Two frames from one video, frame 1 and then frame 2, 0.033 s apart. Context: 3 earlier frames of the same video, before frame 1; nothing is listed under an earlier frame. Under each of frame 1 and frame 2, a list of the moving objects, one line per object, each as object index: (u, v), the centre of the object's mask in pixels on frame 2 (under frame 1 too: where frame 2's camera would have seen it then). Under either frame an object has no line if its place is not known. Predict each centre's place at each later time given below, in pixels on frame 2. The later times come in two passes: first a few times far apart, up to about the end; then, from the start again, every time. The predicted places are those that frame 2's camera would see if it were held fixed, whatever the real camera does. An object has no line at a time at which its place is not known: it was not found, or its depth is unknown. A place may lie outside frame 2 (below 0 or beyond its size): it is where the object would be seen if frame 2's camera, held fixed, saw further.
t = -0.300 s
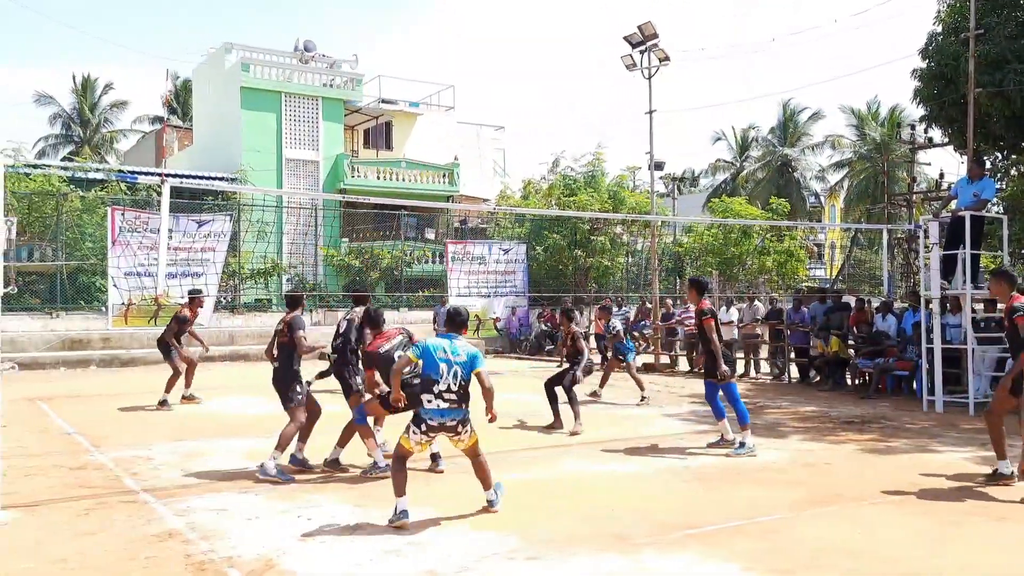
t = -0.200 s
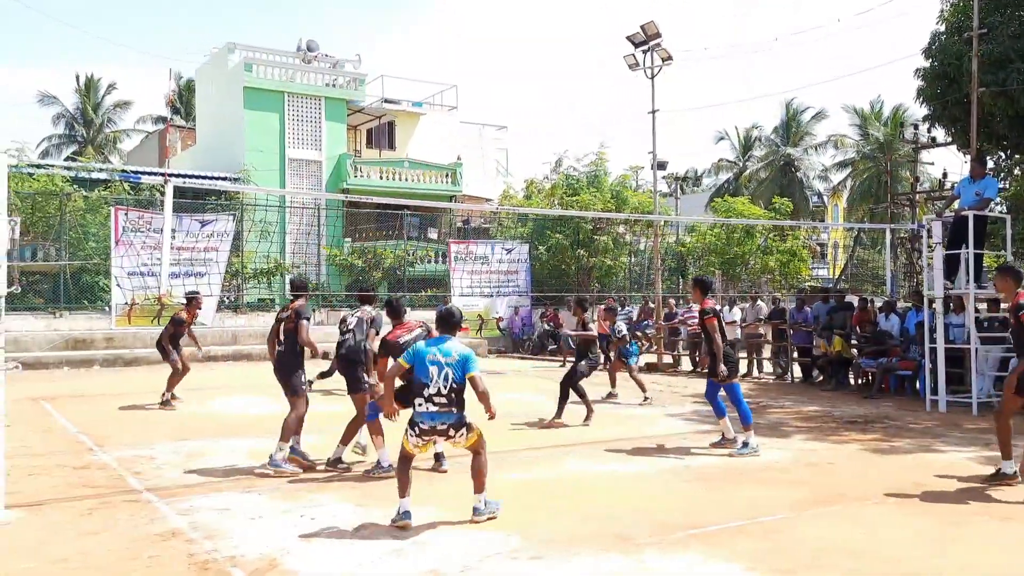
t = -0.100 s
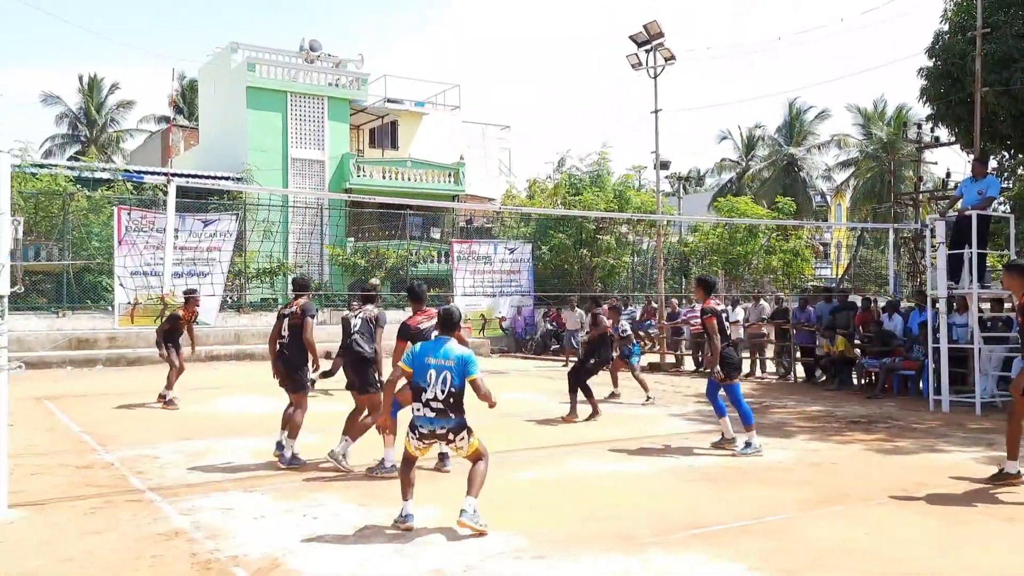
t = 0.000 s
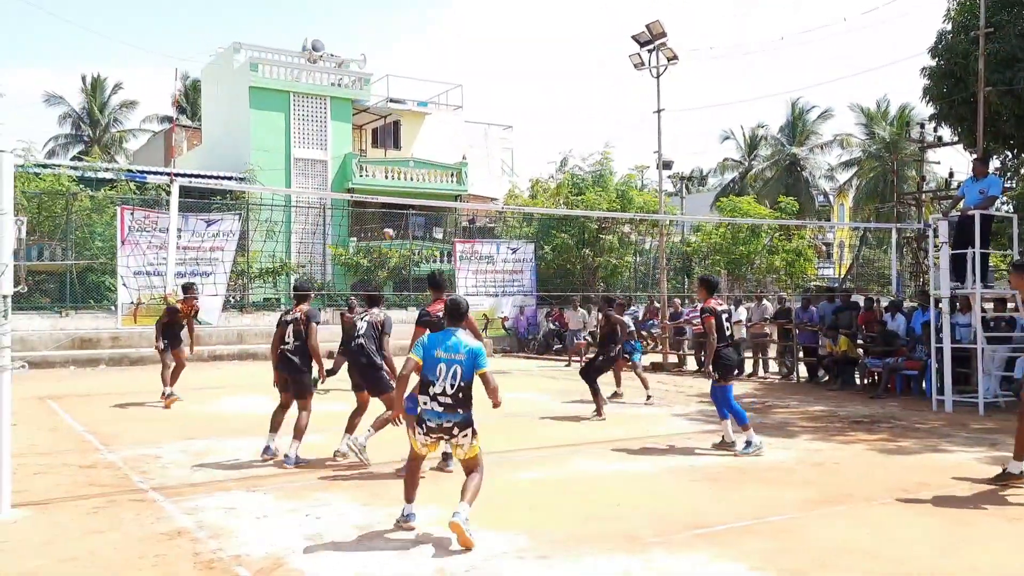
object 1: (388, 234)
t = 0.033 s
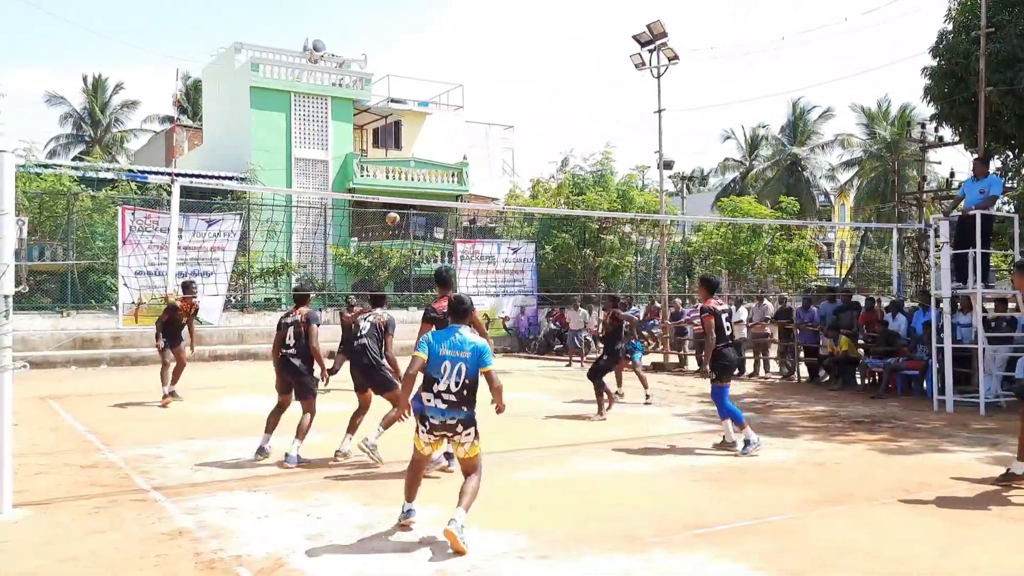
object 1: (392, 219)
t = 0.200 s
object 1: (414, 150)
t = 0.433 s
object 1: (447, 75)
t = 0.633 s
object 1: (480, 37)
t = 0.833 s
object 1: (516, 25)
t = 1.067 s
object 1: (560, 47)
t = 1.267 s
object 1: (602, 99)
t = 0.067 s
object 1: (397, 207)
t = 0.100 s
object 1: (400, 191)
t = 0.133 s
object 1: (404, 176)
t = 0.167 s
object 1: (410, 163)
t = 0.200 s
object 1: (414, 150)
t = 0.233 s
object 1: (418, 137)
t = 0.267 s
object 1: (423, 126)
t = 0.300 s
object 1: (427, 115)
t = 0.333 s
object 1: (433, 103)
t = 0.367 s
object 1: (438, 94)
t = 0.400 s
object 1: (443, 84)
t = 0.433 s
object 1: (447, 75)
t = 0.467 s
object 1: (452, 67)
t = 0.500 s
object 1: (458, 59)
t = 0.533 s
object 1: (464, 53)
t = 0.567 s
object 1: (469, 47)
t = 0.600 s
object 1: (474, 42)
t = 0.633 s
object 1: (480, 37)
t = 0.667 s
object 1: (486, 33)
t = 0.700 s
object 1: (492, 30)
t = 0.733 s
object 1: (497, 28)
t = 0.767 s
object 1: (503, 26)
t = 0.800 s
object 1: (509, 25)
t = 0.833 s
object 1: (516, 25)
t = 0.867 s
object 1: (522, 26)
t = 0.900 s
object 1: (528, 27)
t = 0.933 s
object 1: (534, 30)
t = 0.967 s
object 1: (541, 32)
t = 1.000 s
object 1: (547, 36)
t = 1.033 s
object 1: (554, 42)
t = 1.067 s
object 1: (560, 47)
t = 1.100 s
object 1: (567, 54)
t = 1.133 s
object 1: (574, 60)
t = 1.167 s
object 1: (581, 69)
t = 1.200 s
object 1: (588, 78)
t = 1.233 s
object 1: (595, 88)
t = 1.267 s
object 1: (602, 99)
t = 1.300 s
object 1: (610, 111)
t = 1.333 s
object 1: (617, 124)
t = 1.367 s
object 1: (624, 138)
